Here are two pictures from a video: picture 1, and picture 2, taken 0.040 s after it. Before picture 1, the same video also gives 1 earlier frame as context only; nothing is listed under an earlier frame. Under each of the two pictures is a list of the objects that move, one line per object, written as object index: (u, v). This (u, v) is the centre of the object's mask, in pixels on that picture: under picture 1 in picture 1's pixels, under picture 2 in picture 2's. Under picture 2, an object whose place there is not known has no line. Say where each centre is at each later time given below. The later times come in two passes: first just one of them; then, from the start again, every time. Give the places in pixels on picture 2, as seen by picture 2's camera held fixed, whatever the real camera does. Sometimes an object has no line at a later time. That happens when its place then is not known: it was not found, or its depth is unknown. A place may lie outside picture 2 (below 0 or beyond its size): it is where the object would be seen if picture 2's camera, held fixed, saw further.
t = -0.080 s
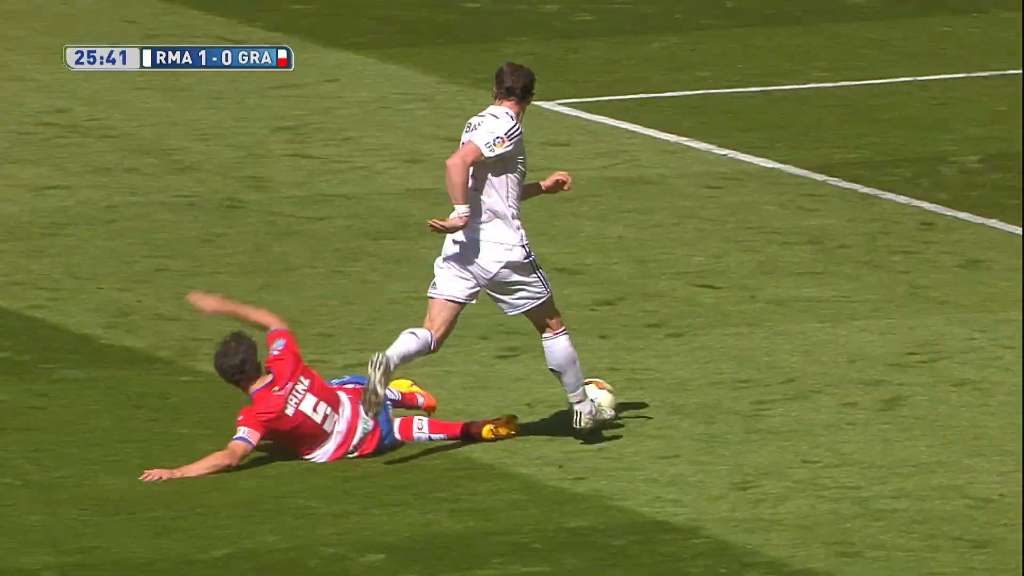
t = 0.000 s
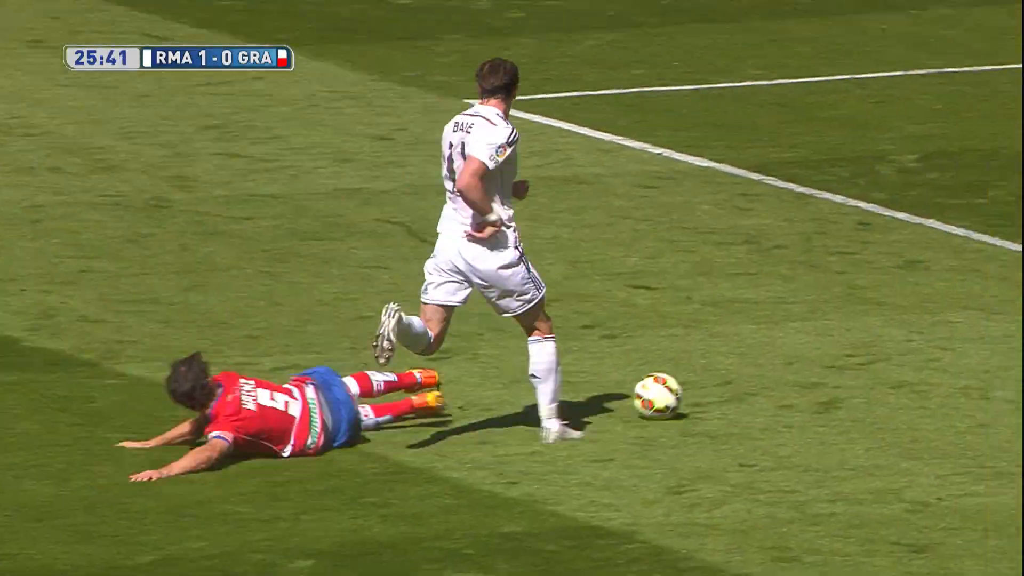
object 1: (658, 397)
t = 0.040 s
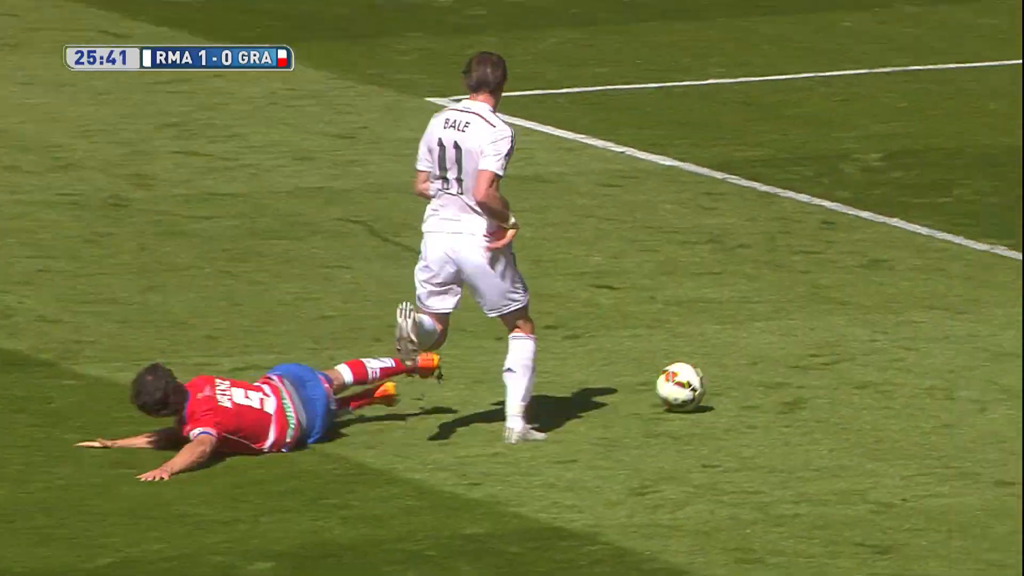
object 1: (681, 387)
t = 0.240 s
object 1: (969, 356)
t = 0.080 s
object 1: (741, 379)
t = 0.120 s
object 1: (802, 375)
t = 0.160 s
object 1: (861, 373)
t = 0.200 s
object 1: (915, 364)
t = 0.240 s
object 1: (969, 356)
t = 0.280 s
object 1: (1022, 350)
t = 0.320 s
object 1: (1076, 348)
